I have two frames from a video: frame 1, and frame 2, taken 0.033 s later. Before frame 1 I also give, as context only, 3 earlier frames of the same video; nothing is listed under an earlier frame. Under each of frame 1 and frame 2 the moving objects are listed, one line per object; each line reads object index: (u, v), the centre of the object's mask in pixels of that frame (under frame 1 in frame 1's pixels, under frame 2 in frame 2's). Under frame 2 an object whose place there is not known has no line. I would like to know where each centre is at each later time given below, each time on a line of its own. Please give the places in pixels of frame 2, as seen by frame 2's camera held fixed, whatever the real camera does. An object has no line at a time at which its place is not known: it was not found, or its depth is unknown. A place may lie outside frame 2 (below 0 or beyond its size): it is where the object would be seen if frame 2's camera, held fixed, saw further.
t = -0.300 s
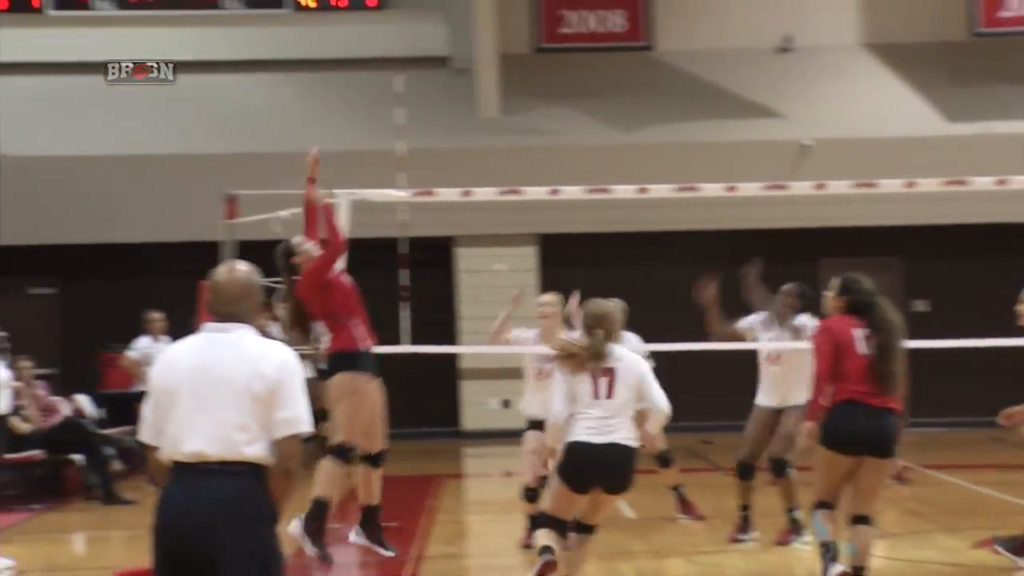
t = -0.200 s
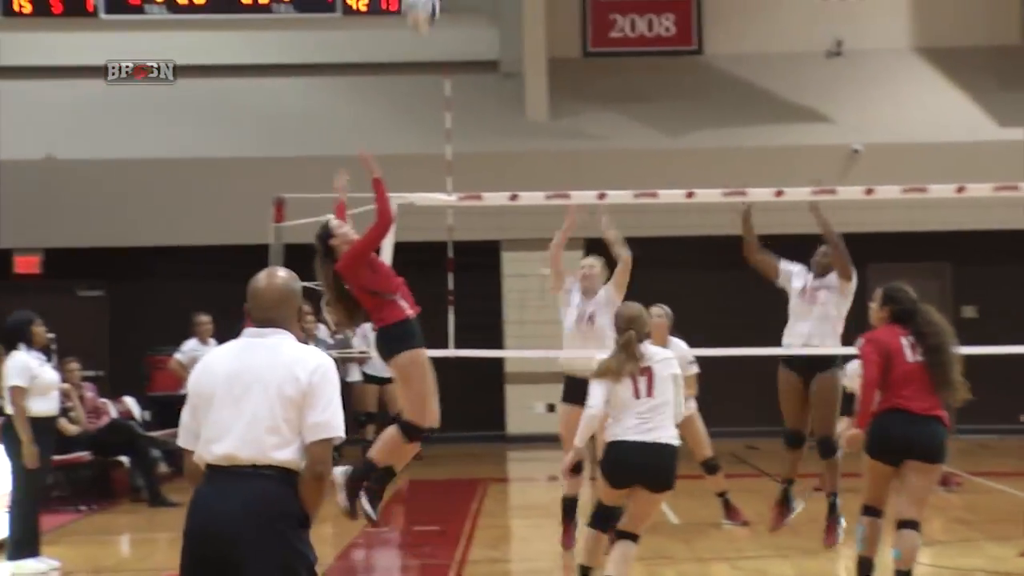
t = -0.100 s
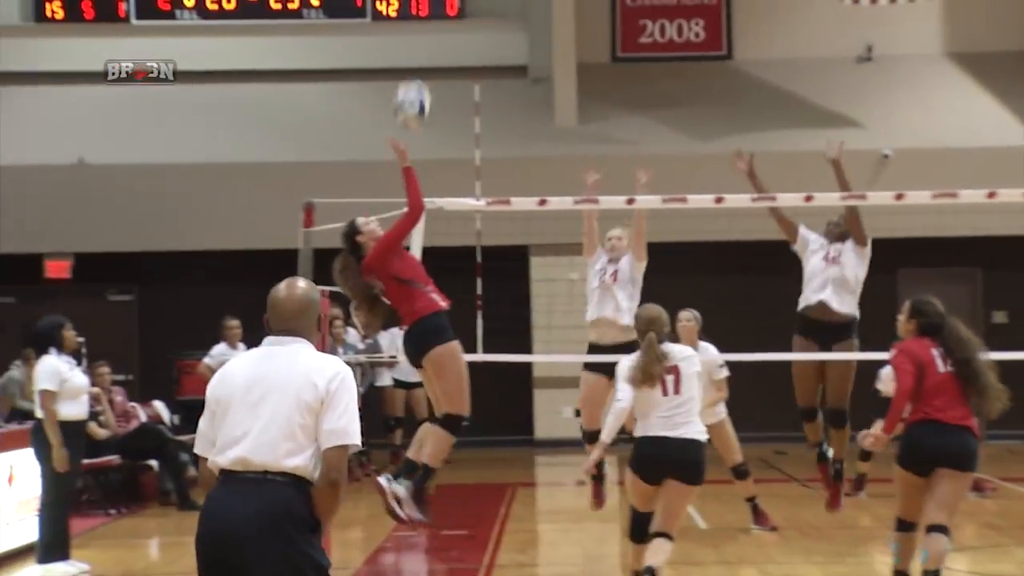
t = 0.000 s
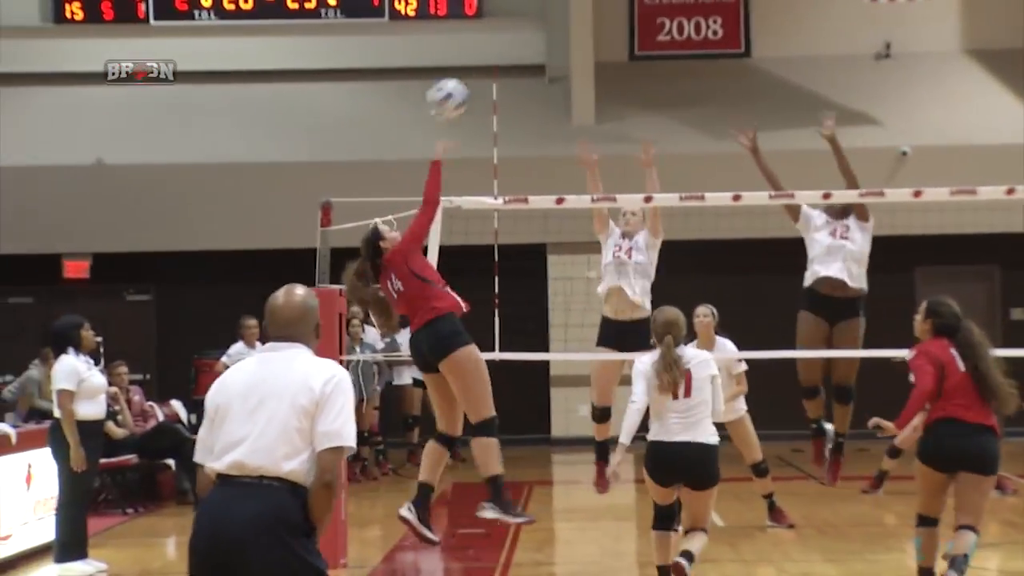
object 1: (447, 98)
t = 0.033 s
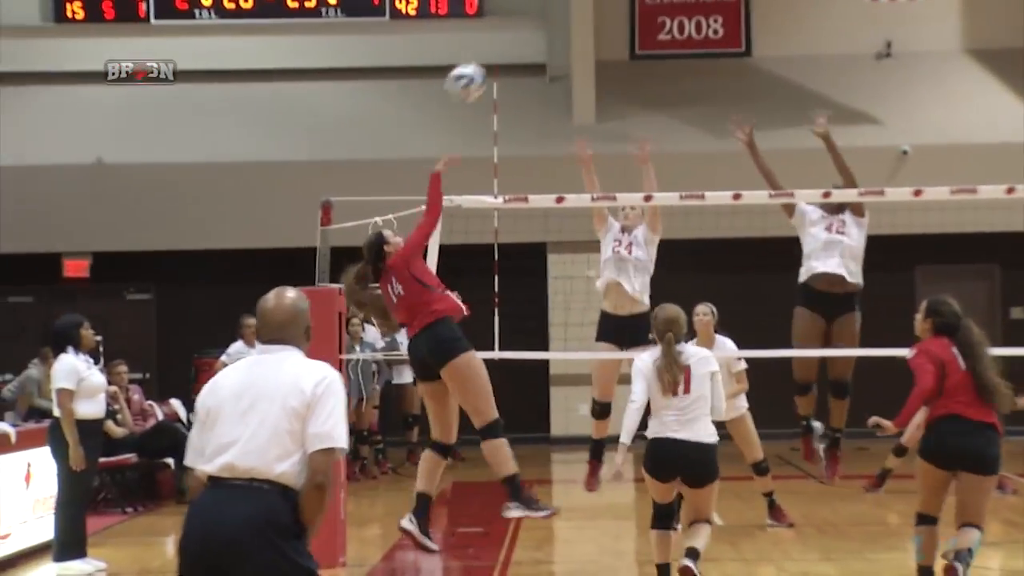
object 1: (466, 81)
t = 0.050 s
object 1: (478, 74)
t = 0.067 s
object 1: (488, 68)
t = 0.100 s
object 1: (505, 57)
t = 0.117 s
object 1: (515, 52)
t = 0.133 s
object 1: (523, 46)
